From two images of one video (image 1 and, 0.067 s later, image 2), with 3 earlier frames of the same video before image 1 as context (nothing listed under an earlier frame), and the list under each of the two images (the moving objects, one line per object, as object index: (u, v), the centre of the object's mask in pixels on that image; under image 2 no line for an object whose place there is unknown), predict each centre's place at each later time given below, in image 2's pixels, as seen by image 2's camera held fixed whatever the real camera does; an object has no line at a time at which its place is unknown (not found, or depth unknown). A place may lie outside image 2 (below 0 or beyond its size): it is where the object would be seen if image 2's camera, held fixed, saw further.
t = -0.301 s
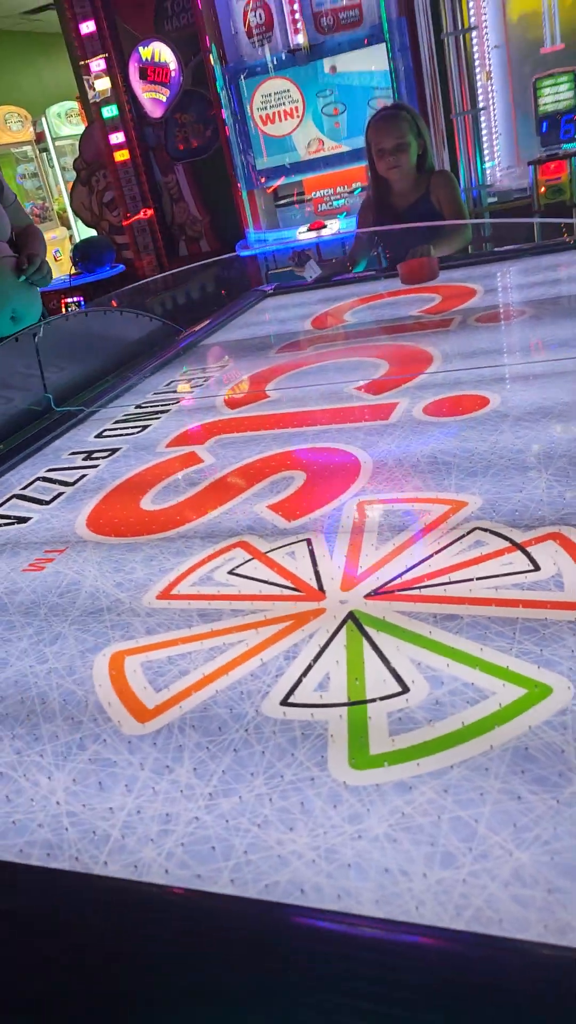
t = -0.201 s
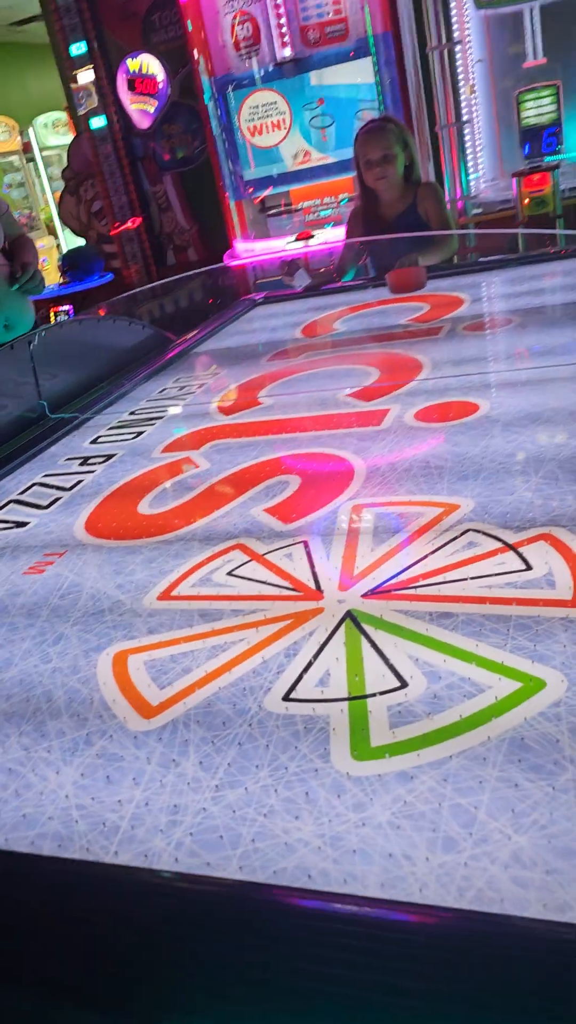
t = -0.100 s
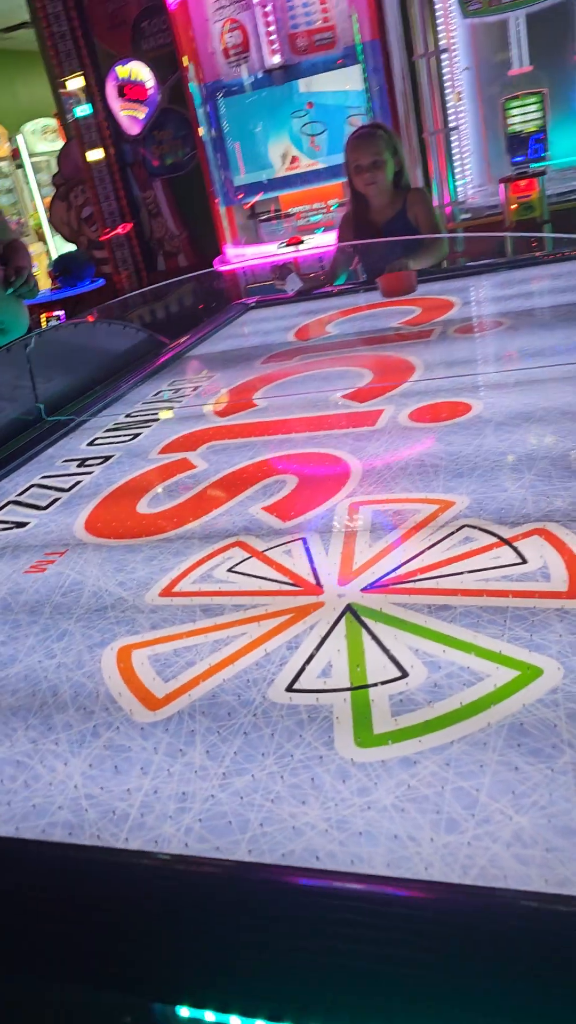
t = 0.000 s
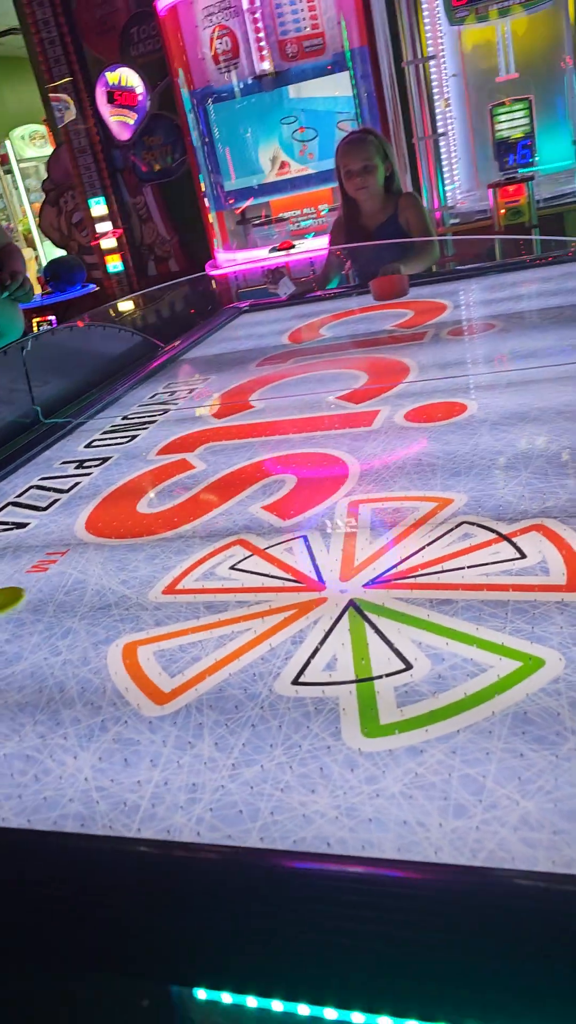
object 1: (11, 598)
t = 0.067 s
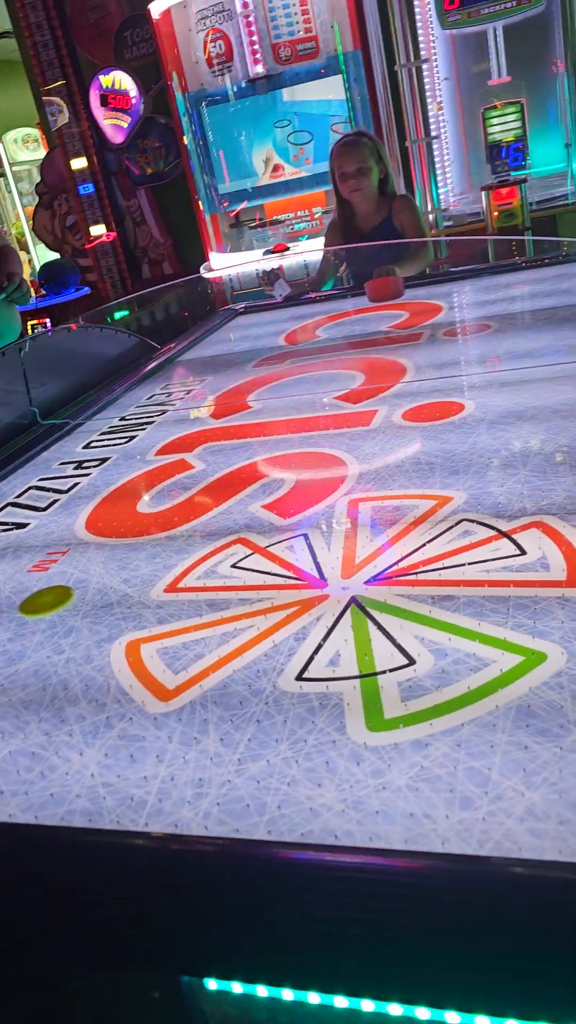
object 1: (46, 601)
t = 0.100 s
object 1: (71, 601)
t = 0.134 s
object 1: (95, 600)
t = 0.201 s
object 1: (146, 601)
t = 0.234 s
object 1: (172, 601)
